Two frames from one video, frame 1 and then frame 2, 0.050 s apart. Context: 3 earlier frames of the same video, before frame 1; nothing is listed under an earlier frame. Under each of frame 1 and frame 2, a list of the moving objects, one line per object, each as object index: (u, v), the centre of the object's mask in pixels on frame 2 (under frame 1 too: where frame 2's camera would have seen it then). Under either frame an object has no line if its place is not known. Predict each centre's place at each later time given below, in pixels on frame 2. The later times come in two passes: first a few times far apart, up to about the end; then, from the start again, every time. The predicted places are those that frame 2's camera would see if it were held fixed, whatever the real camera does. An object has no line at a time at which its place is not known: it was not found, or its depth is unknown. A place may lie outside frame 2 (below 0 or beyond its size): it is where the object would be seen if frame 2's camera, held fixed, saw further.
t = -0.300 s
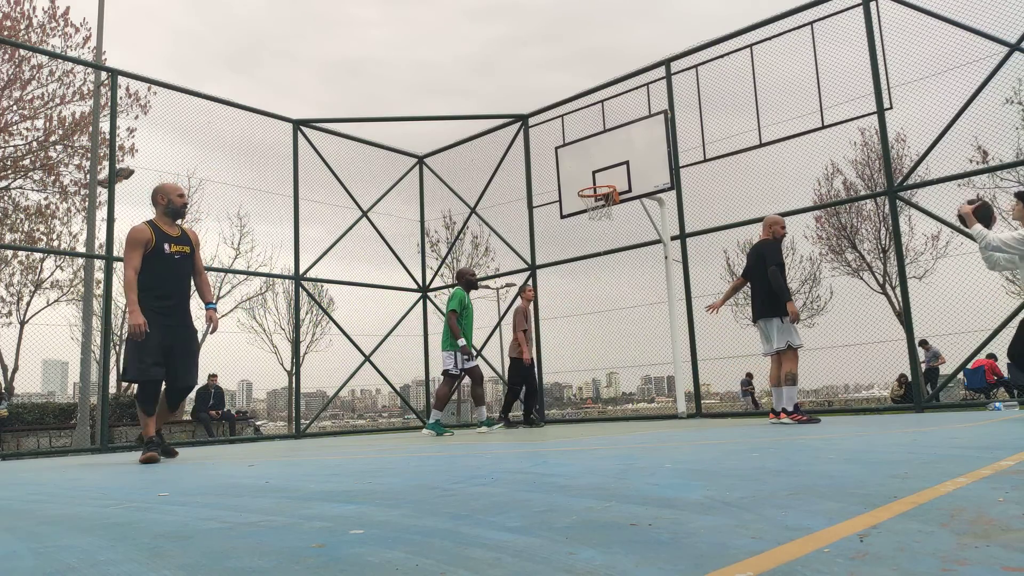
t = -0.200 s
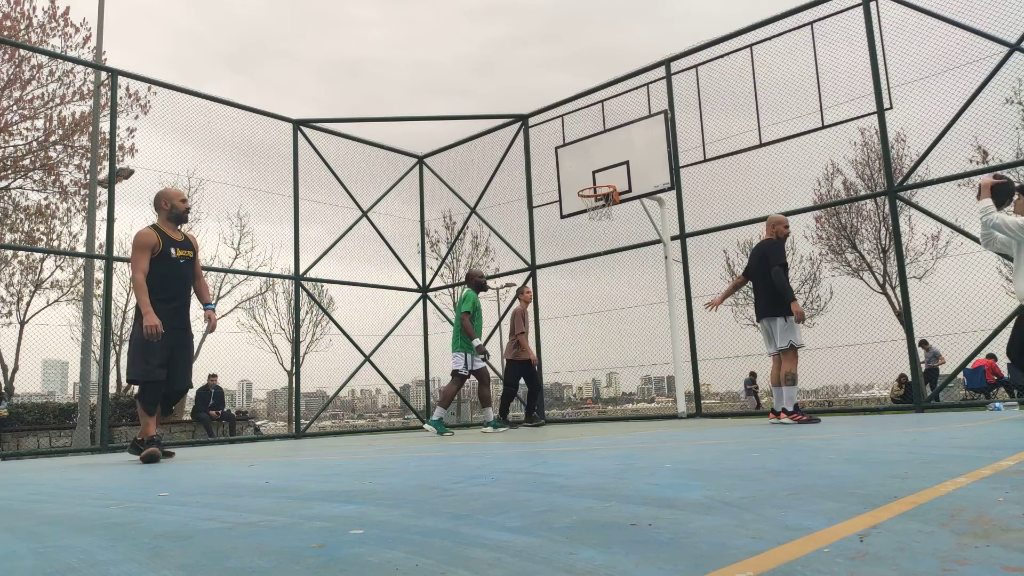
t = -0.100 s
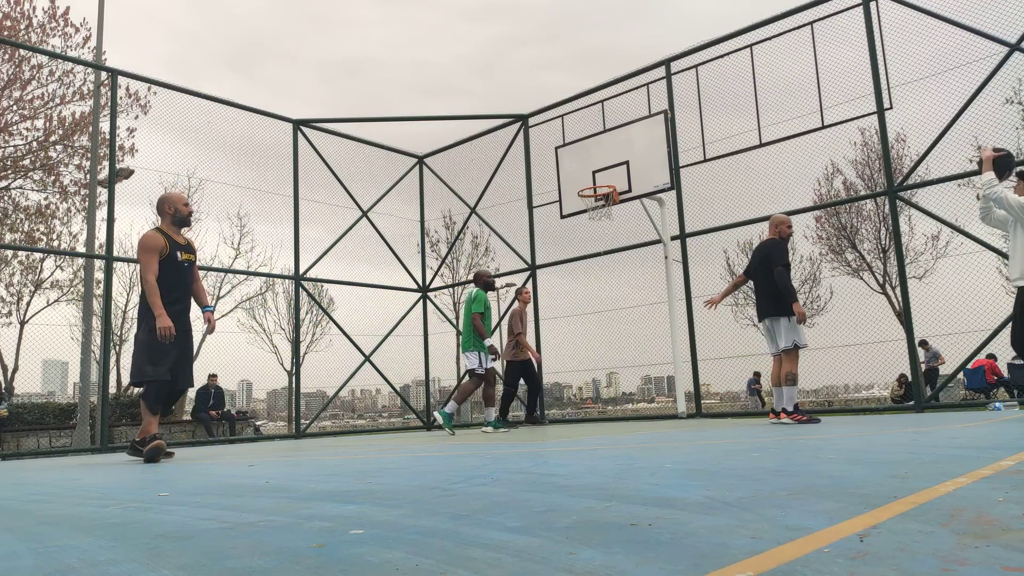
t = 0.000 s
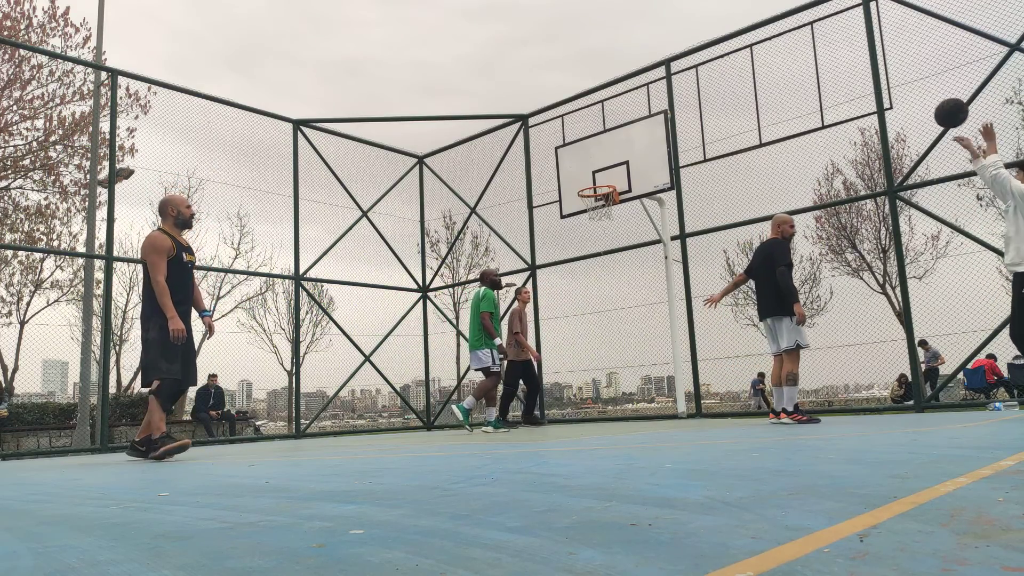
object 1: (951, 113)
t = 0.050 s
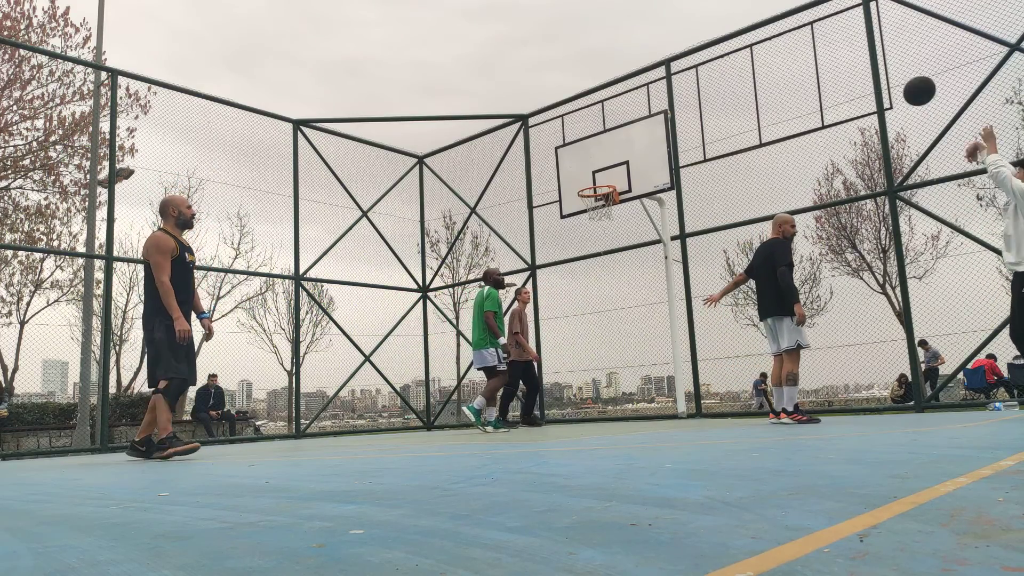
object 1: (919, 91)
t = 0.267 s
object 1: (806, 38)
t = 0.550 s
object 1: (701, 45)
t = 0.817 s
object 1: (629, 105)
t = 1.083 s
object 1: (591, 181)
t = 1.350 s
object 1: (605, 174)
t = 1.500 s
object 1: (603, 186)
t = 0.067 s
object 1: (909, 84)
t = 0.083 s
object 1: (900, 78)
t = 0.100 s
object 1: (891, 73)
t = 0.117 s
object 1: (881, 68)
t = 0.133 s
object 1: (871, 63)
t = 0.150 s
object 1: (862, 59)
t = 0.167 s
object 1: (854, 55)
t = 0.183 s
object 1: (845, 51)
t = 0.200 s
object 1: (837, 48)
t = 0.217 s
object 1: (829, 45)
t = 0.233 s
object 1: (821, 42)
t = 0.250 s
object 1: (814, 40)
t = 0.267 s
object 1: (806, 38)
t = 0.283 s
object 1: (799, 36)
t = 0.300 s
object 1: (792, 35)
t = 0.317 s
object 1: (785, 34)
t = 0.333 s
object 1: (778, 33)
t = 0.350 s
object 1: (771, 32)
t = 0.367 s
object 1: (765, 32)
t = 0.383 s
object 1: (758, 32)
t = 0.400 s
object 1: (752, 32)
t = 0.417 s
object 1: (746, 33)
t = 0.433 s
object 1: (740, 33)
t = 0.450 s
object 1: (734, 35)
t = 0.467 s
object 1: (728, 36)
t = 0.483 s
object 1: (722, 37)
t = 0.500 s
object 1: (717, 39)
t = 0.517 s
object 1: (711, 40)
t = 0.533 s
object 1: (706, 43)
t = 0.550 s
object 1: (701, 45)
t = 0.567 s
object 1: (696, 47)
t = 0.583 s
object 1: (691, 50)
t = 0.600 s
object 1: (686, 53)
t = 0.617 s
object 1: (681, 56)
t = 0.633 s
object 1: (676, 59)
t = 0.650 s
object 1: (671, 62)
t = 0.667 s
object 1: (667, 66)
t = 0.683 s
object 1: (662, 70)
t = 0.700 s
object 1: (658, 74)
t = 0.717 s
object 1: (654, 77)
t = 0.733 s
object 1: (649, 82)
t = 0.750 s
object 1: (645, 86)
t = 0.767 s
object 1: (641, 91)
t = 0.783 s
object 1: (637, 96)
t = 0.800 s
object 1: (633, 100)
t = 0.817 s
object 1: (629, 105)
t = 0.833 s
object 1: (625, 111)
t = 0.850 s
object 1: (622, 116)
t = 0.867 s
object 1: (618, 121)
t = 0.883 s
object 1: (614, 127)
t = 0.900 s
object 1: (611, 133)
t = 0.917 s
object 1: (607, 139)
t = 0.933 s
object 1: (604, 145)
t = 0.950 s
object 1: (600, 151)
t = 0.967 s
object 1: (597, 157)
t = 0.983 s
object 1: (594, 163)
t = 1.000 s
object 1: (590, 170)
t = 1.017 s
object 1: (587, 177)
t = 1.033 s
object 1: (584, 182)
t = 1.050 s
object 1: (584, 184)
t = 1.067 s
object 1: (587, 182)
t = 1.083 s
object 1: (591, 181)
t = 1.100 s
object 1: (594, 181)
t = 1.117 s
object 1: (597, 180)
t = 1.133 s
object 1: (600, 180)
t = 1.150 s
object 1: (603, 179)
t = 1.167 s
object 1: (607, 180)
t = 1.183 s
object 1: (609, 179)
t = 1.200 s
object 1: (608, 178)
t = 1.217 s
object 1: (608, 177)
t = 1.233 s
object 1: (607, 177)
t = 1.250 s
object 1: (607, 176)
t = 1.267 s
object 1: (606, 175)
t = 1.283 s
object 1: (606, 174)
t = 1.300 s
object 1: (606, 174)
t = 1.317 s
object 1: (605, 174)
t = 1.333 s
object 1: (605, 174)
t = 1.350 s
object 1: (605, 174)
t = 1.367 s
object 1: (604, 174)
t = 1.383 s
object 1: (604, 175)
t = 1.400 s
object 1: (604, 176)
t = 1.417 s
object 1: (603, 177)
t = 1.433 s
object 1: (603, 178)
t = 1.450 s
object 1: (603, 179)
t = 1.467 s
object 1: (603, 181)
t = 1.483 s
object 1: (603, 183)
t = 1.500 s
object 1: (603, 186)
